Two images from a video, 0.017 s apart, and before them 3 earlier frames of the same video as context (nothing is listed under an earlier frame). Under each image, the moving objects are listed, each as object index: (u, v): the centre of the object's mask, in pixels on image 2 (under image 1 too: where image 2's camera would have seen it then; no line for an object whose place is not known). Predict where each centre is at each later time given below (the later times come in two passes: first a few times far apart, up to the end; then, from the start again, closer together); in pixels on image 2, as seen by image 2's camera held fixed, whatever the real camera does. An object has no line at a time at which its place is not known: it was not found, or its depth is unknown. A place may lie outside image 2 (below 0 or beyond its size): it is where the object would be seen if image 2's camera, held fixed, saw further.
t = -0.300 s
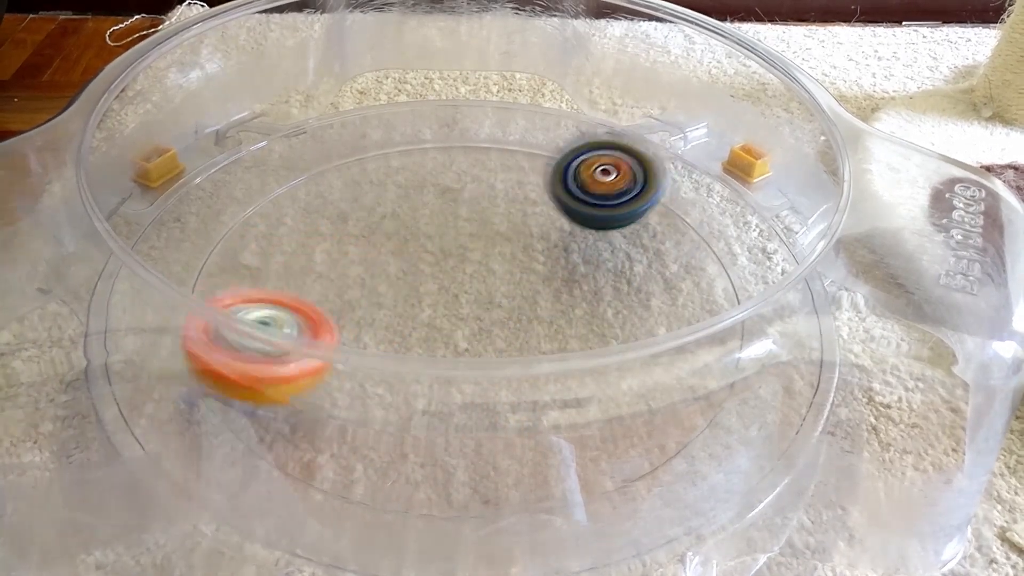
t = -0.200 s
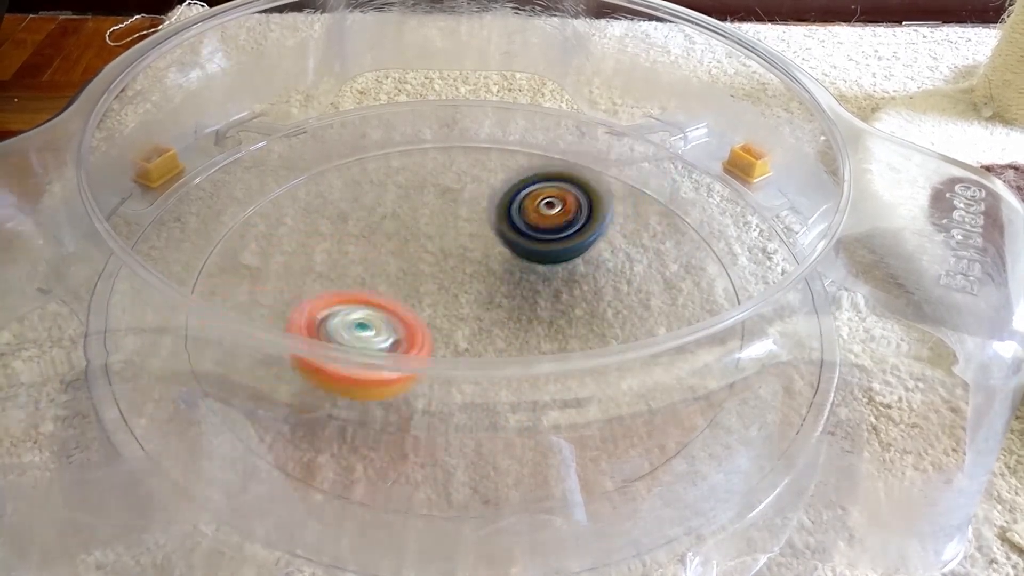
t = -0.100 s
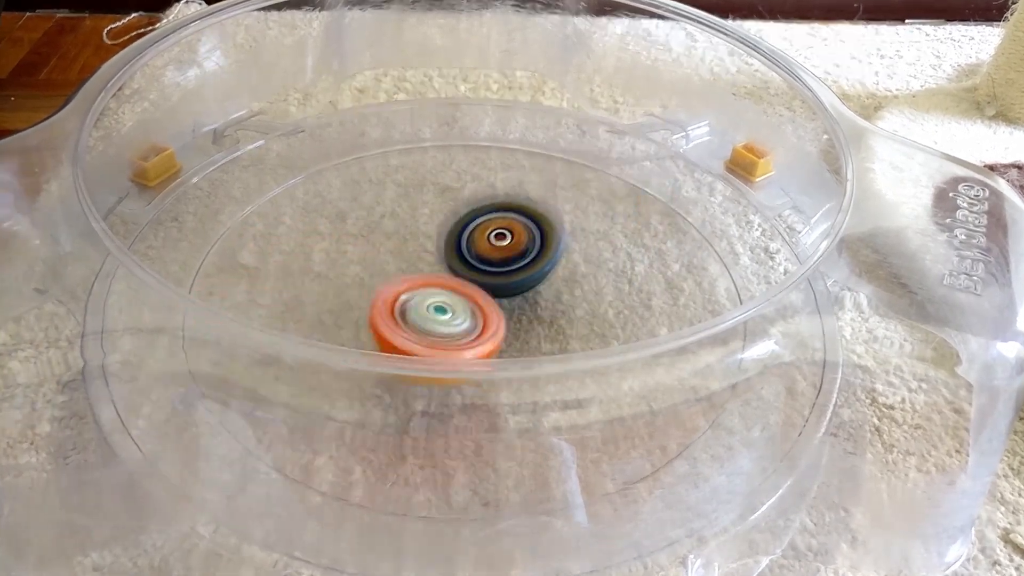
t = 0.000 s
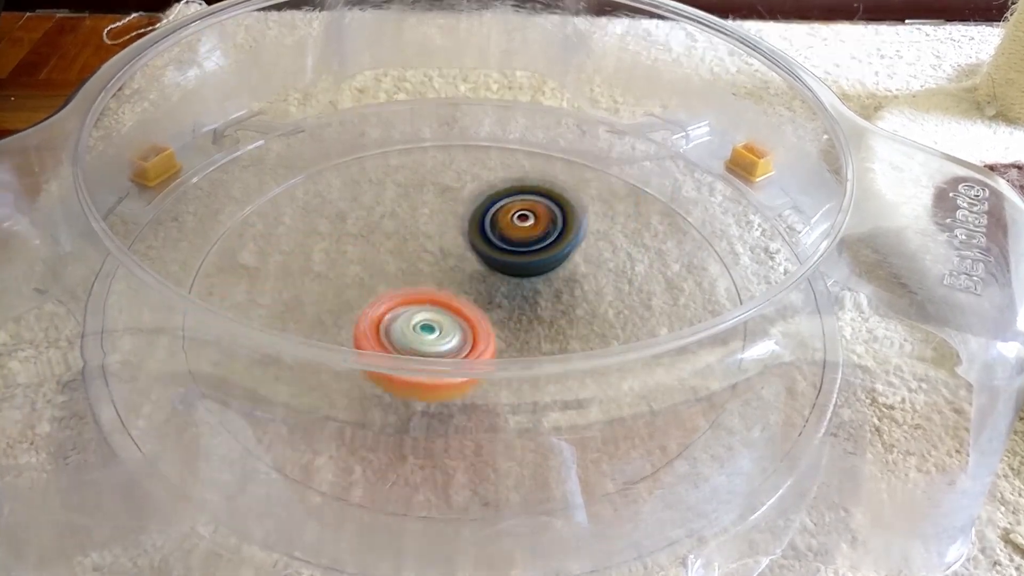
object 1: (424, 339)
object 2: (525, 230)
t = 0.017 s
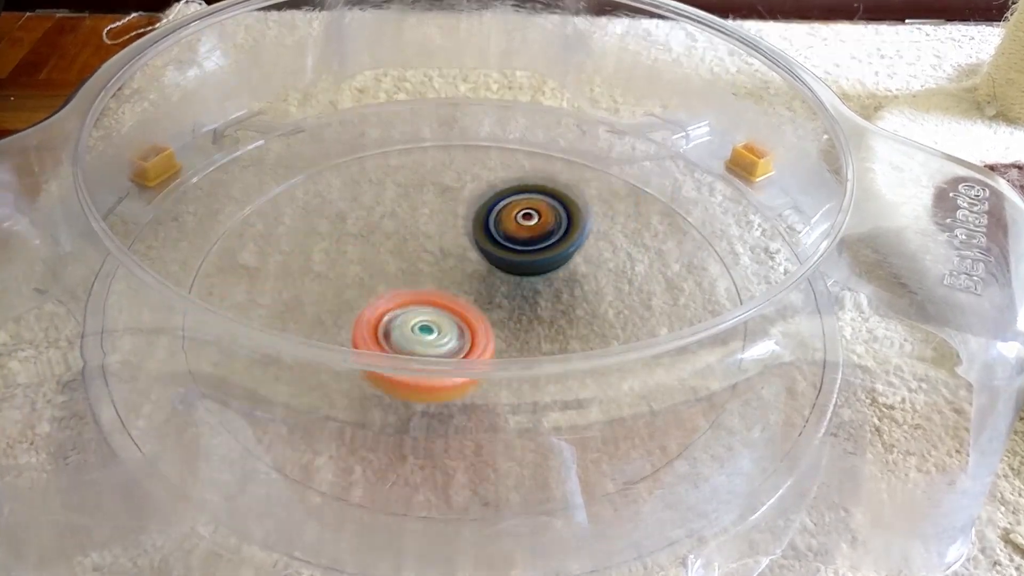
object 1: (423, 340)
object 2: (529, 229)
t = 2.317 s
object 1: (501, 277)
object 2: (445, 359)
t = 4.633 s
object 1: (552, 271)
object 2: (382, 280)
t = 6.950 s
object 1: (529, 390)
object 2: (480, 202)
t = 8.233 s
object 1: (366, 290)
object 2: (507, 354)
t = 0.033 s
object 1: (423, 339)
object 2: (532, 228)
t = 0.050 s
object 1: (423, 338)
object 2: (536, 228)
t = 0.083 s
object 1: (423, 324)
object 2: (542, 228)
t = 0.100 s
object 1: (424, 322)
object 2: (545, 229)
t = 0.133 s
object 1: (424, 318)
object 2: (551, 230)
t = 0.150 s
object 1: (425, 315)
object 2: (552, 232)
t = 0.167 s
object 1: (424, 312)
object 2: (554, 233)
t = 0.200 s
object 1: (424, 306)
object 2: (557, 236)
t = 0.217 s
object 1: (424, 302)
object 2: (559, 236)
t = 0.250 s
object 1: (425, 295)
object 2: (560, 241)
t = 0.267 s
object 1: (427, 291)
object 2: (560, 243)
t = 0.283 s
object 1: (426, 287)
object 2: (560, 245)
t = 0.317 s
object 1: (430, 282)
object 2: (561, 249)
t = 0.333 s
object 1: (430, 279)
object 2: (561, 252)
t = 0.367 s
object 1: (431, 275)
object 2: (563, 256)
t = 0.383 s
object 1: (430, 274)
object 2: (566, 258)
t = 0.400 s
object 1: (429, 272)
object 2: (567, 260)
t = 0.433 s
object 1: (429, 271)
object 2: (571, 264)
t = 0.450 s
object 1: (428, 271)
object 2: (572, 267)
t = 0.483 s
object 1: (428, 271)
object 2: (574, 270)
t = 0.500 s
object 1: (428, 270)
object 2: (575, 272)
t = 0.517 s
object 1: (428, 271)
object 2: (575, 274)
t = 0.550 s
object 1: (428, 272)
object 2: (576, 277)
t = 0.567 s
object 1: (427, 273)
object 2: (576, 279)
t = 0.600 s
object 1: (427, 274)
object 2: (576, 282)
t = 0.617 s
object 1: (425, 276)
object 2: (575, 283)
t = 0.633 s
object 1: (425, 276)
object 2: (575, 284)
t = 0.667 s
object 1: (422, 278)
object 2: (574, 287)
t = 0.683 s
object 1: (422, 278)
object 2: (573, 288)
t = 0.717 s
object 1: (419, 278)
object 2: (571, 290)
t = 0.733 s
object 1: (418, 278)
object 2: (570, 292)
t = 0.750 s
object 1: (419, 276)
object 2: (569, 293)
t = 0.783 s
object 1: (419, 274)
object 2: (566, 295)
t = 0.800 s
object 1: (422, 272)
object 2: (565, 297)
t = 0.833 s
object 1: (427, 269)
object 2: (563, 299)
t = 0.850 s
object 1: (431, 266)
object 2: (561, 300)
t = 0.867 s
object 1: (433, 264)
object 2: (562, 302)
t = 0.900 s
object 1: (437, 259)
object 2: (562, 304)
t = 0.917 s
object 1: (439, 257)
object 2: (561, 306)
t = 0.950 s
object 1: (444, 254)
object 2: (560, 308)
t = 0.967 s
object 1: (446, 253)
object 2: (560, 309)
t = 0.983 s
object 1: (448, 252)
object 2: (559, 310)
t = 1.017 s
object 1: (454, 251)
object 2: (558, 311)
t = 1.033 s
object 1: (455, 251)
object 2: (557, 312)
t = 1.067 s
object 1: (460, 250)
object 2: (555, 313)
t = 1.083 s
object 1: (462, 250)
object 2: (554, 313)
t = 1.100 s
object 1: (464, 251)
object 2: (553, 315)
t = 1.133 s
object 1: (466, 251)
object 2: (552, 317)
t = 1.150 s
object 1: (468, 251)
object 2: (552, 318)
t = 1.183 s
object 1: (470, 253)
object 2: (552, 320)
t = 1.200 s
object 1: (470, 253)
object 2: (551, 320)
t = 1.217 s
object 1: (472, 254)
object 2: (551, 320)
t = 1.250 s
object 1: (473, 256)
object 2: (551, 322)
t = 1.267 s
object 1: (473, 258)
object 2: (550, 322)
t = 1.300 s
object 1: (474, 260)
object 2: (551, 322)
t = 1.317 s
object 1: (473, 261)
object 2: (551, 324)
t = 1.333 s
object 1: (473, 261)
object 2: (551, 325)
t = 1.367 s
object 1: (471, 262)
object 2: (552, 335)
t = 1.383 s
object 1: (470, 262)
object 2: (553, 336)
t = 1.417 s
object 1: (468, 263)
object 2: (552, 341)
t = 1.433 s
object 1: (467, 263)
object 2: (552, 341)
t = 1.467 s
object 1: (465, 264)
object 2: (551, 343)
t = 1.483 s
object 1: (464, 264)
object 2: (551, 343)
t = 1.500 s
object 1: (463, 265)
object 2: (551, 343)
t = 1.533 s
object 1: (461, 266)
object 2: (550, 342)
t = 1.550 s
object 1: (460, 266)
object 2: (549, 341)
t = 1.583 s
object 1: (459, 266)
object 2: (547, 341)
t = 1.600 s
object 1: (459, 266)
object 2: (546, 340)
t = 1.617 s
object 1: (458, 266)
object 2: (543, 338)
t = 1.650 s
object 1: (458, 266)
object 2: (538, 328)
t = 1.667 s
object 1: (458, 265)
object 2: (536, 328)
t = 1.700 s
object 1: (457, 263)
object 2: (528, 328)
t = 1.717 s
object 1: (458, 262)
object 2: (526, 327)
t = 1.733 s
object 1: (459, 261)
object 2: (523, 328)
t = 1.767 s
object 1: (461, 258)
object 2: (518, 340)
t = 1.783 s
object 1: (461, 258)
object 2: (516, 341)
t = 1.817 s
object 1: (465, 256)
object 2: (509, 341)
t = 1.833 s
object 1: (466, 255)
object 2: (506, 343)
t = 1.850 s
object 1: (469, 255)
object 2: (502, 343)
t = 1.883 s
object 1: (473, 255)
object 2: (497, 342)
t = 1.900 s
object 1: (476, 255)
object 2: (494, 342)
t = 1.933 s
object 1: (480, 256)
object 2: (488, 343)
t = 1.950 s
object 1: (483, 256)
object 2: (486, 342)
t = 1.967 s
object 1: (485, 257)
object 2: (483, 343)
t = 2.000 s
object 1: (490, 259)
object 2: (479, 343)
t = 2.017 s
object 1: (492, 260)
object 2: (476, 343)
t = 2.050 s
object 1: (497, 262)
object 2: (470, 347)
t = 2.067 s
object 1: (498, 262)
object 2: (468, 348)
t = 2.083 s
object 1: (501, 264)
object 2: (464, 350)
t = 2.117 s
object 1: (504, 266)
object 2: (461, 353)
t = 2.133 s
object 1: (505, 267)
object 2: (460, 353)
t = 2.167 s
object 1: (506, 271)
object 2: (457, 355)
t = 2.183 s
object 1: (506, 272)
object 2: (456, 355)
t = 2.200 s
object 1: (506, 274)
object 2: (455, 355)
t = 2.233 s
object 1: (505, 276)
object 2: (452, 359)
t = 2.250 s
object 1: (506, 276)
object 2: (449, 359)
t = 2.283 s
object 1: (504, 277)
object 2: (447, 359)
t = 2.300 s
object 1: (504, 277)
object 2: (446, 359)
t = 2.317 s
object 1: (501, 277)
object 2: (445, 359)
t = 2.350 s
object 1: (497, 278)
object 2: (446, 358)
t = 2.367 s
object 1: (494, 278)
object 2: (443, 358)
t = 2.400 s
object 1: (490, 277)
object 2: (440, 358)
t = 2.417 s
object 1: (488, 278)
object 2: (438, 358)
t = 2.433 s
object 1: (485, 276)
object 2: (436, 357)
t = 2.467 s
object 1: (479, 275)
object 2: (434, 357)
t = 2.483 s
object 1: (476, 274)
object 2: (433, 357)
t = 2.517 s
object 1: (470, 272)
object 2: (432, 357)
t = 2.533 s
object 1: (466, 271)
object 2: (430, 356)
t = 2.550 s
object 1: (465, 269)
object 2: (429, 356)
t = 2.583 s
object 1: (461, 265)
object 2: (426, 356)
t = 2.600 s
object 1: (461, 262)
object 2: (424, 355)
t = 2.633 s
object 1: (458, 259)
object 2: (421, 352)
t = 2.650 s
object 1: (457, 257)
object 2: (419, 351)
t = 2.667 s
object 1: (455, 256)
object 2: (417, 349)
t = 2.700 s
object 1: (454, 253)
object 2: (414, 345)
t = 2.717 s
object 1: (453, 251)
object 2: (413, 342)
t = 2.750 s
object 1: (452, 250)
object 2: (409, 337)
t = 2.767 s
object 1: (452, 249)
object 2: (409, 325)
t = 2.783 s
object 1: (453, 248)
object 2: (408, 323)
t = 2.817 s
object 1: (453, 246)
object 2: (403, 320)
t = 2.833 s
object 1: (454, 245)
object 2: (400, 318)
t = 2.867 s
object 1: (456, 245)
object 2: (398, 316)
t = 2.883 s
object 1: (458, 245)
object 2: (396, 315)
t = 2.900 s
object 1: (460, 244)
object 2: (391, 313)
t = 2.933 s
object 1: (466, 244)
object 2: (383, 311)
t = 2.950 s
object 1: (468, 244)
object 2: (380, 310)
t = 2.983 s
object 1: (472, 244)
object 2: (374, 309)
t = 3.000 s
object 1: (475, 245)
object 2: (372, 309)
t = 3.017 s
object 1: (477, 245)
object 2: (371, 308)
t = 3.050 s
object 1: (481, 247)
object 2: (366, 307)
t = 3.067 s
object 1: (482, 248)
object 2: (365, 307)
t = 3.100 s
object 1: (485, 251)
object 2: (364, 307)
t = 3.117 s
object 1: (487, 253)
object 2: (363, 306)
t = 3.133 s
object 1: (488, 254)
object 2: (364, 306)
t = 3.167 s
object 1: (490, 258)
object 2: (364, 306)
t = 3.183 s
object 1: (490, 260)
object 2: (365, 306)
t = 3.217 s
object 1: (490, 263)
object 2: (368, 305)
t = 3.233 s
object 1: (491, 264)
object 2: (370, 305)
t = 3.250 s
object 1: (490, 266)
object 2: (371, 305)
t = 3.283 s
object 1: (493, 268)
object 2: (368, 304)
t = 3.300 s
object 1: (497, 268)
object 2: (364, 303)
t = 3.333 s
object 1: (506, 267)
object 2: (355, 302)
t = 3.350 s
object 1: (510, 266)
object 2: (354, 301)
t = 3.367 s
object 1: (513, 266)
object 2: (352, 301)
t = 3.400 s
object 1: (518, 265)
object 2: (353, 300)
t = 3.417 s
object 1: (519, 266)
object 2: (354, 301)
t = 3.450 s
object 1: (521, 266)
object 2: (360, 301)
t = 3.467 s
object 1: (521, 266)
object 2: (363, 302)
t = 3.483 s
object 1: (521, 266)
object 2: (367, 302)
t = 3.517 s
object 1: (519, 266)
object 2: (372, 304)
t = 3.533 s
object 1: (519, 267)
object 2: (375, 304)
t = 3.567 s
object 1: (515, 268)
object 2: (380, 302)
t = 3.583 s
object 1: (514, 268)
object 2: (382, 301)
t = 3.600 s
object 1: (512, 269)
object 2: (384, 299)
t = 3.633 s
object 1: (524, 267)
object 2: (370, 294)
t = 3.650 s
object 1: (530, 266)
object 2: (362, 290)
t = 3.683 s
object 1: (540, 264)
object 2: (352, 285)
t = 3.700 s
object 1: (543, 262)
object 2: (347, 283)
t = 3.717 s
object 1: (546, 262)
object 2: (344, 283)
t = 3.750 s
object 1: (548, 262)
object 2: (341, 282)
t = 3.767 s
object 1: (548, 261)
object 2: (341, 282)
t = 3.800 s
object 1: (546, 262)
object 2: (343, 284)
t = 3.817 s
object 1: (544, 263)
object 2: (346, 286)
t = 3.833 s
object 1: (542, 263)
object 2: (349, 289)
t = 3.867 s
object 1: (535, 264)
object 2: (353, 292)
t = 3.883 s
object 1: (530, 265)
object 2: (357, 294)
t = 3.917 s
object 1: (522, 266)
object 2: (365, 294)
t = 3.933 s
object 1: (518, 266)
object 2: (370, 294)
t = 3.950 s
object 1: (513, 266)
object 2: (375, 292)
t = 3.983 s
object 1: (514, 266)
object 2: (375, 287)
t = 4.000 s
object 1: (521, 265)
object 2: (369, 284)
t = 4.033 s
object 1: (531, 264)
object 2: (358, 278)
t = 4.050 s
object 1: (534, 264)
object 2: (355, 276)
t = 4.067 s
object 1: (537, 263)
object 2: (353, 275)
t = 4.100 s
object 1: (542, 263)
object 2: (352, 273)
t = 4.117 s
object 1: (542, 263)
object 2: (353, 273)
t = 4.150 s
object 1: (542, 263)
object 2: (358, 273)
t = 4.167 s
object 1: (543, 263)
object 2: (360, 274)
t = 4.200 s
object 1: (541, 264)
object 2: (368, 276)
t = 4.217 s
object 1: (539, 265)
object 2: (372, 276)
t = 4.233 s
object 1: (537, 264)
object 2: (377, 277)
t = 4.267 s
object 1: (533, 265)
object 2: (386, 281)
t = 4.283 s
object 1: (530, 266)
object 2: (390, 280)
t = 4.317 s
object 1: (534, 267)
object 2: (391, 277)
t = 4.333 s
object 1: (545, 266)
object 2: (381, 277)
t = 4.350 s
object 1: (557, 265)
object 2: (372, 274)
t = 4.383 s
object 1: (573, 264)
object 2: (360, 272)
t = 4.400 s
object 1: (579, 264)
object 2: (357, 270)
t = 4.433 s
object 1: (585, 264)
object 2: (352, 269)
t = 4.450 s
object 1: (585, 265)
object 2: (350, 269)
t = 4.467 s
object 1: (585, 265)
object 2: (351, 270)
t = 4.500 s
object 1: (583, 266)
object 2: (354, 271)
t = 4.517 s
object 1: (580, 266)
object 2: (355, 269)
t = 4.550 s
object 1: (573, 268)
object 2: (362, 274)
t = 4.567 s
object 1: (570, 268)
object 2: (366, 275)
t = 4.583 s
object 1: (565, 269)
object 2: (369, 276)
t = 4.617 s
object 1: (556, 270)
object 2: (377, 278)
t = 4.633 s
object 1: (552, 271)
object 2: (382, 280)
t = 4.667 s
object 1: (543, 272)
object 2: (391, 278)
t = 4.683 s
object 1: (538, 272)
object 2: (395, 278)
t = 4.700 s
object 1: (534, 272)
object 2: (399, 277)
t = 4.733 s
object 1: (570, 273)
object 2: (369, 270)
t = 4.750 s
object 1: (589, 272)
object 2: (353, 264)
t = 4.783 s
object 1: (625, 272)
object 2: (326, 254)
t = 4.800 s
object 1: (638, 271)
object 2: (316, 251)
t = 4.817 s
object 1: (649, 270)
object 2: (307, 248)
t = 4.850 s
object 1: (664, 271)
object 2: (297, 245)
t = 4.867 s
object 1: (669, 270)
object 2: (295, 242)
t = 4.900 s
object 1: (671, 271)
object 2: (295, 244)
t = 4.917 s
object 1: (670, 273)
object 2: (297, 245)
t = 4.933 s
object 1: (666, 274)
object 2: (300, 248)
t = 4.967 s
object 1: (657, 277)
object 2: (308, 254)
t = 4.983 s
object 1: (652, 277)
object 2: (312, 260)
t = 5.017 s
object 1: (636, 280)
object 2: (323, 268)
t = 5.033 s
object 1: (630, 281)
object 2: (329, 273)
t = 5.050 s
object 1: (621, 283)
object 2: (336, 278)
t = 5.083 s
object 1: (605, 284)
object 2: (351, 287)
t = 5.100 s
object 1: (597, 284)
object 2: (358, 290)
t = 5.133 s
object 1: (579, 285)
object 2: (375, 295)
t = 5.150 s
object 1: (572, 285)
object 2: (385, 297)
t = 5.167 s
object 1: (563, 286)
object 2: (394, 299)
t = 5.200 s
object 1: (548, 286)
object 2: (412, 299)
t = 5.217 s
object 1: (568, 290)
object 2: (391, 291)
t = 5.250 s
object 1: (633, 278)
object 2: (324, 272)
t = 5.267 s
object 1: (665, 277)
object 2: (295, 261)
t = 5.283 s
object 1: (693, 278)
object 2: (271, 251)
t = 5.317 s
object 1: (735, 263)
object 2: (230, 233)
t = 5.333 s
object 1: (749, 256)
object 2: (214, 227)
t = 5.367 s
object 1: (796, 267)
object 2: (211, 217)
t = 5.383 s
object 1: (815, 269)
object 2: (212, 219)
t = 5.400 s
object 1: (824, 269)
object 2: (217, 224)
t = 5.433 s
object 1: (830, 267)
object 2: (229, 225)
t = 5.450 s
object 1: (829, 270)
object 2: (238, 231)
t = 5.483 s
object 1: (812, 274)
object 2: (256, 238)
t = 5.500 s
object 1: (797, 269)
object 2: (267, 242)
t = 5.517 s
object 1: (789, 274)
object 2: (277, 245)
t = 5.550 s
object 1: (764, 273)
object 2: (299, 255)
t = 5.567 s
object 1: (750, 273)
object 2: (312, 259)
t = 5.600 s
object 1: (721, 273)
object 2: (339, 268)
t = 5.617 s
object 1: (709, 278)
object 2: (352, 271)
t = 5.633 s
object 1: (695, 281)
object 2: (366, 274)
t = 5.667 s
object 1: (667, 287)
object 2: (394, 280)
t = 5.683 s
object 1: (649, 290)
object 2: (407, 282)
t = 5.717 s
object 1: (617, 290)
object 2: (434, 283)
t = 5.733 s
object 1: (600, 291)
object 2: (447, 281)
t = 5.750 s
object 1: (592, 291)
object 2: (455, 280)
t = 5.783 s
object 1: (608, 290)
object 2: (444, 257)
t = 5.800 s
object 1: (611, 292)
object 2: (437, 250)
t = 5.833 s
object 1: (625, 297)
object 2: (429, 235)
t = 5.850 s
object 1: (628, 296)
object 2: (426, 228)
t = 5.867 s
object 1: (633, 297)
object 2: (424, 221)
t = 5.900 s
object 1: (633, 300)
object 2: (423, 209)
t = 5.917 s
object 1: (631, 298)
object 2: (422, 203)
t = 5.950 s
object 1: (625, 300)
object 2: (421, 195)
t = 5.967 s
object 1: (620, 299)
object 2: (421, 191)
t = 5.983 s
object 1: (615, 299)
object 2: (421, 188)
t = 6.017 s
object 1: (605, 297)
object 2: (422, 184)
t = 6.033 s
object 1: (597, 296)
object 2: (423, 182)
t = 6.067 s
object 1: (585, 294)
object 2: (424, 182)
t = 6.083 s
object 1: (579, 293)
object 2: (425, 182)
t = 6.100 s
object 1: (573, 292)
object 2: (426, 184)
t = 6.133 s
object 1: (560, 290)
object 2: (429, 188)
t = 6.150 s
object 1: (555, 288)
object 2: (429, 191)
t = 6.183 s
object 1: (543, 285)
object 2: (433, 196)
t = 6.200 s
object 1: (536, 284)
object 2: (434, 200)
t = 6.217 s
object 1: (531, 281)
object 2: (436, 204)
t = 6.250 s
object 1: (528, 284)
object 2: (437, 206)
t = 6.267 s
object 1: (534, 291)
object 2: (430, 197)
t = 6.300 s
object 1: (544, 306)
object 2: (421, 185)
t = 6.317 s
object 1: (549, 310)
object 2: (417, 181)
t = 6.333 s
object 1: (550, 314)
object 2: (416, 178)
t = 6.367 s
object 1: (552, 317)
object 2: (415, 175)
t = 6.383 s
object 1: (552, 318)
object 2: (415, 175)
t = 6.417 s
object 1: (548, 320)
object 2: (417, 176)
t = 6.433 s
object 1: (545, 321)
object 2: (418, 177)
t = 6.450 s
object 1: (543, 321)
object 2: (419, 178)
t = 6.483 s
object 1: (537, 322)
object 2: (422, 182)
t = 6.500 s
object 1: (534, 321)
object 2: (425, 184)
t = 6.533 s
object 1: (530, 320)
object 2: (428, 189)
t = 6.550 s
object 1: (528, 320)
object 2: (431, 191)
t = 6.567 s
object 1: (527, 320)
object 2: (433, 195)
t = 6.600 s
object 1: (524, 319)
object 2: (437, 202)
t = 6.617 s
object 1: (523, 318)
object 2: (439, 206)
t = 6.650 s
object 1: (521, 315)
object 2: (445, 214)
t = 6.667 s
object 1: (521, 315)
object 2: (449, 217)
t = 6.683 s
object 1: (520, 314)
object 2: (451, 221)
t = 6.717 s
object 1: (519, 311)
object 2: (461, 228)
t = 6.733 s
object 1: (522, 315)
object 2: (464, 227)
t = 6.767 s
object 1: (532, 336)
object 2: (466, 211)
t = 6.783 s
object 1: (539, 350)
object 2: (467, 206)
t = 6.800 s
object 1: (541, 360)
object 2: (470, 202)
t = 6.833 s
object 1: (544, 378)
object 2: (474, 196)
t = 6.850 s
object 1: (542, 384)
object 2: (476, 196)
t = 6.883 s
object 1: (537, 394)
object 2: (478, 195)
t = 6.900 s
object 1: (535, 393)
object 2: (479, 196)
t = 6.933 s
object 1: (532, 390)
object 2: (480, 199)
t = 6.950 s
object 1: (529, 390)
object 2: (480, 202)
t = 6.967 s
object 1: (526, 389)
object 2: (481, 204)
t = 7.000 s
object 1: (524, 386)
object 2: (481, 211)
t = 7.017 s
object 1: (521, 382)
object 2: (480, 214)
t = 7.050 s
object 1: (517, 377)
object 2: (481, 222)
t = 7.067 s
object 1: (515, 379)
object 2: (481, 227)
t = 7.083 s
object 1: (511, 360)
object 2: (483, 231)
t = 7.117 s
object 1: (508, 359)
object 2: (487, 241)
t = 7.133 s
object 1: (504, 356)
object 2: (489, 245)
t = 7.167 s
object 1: (500, 351)
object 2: (498, 255)
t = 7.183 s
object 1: (501, 349)
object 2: (504, 258)
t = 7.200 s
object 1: (495, 354)
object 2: (512, 258)
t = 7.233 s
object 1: (473, 360)
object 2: (532, 246)
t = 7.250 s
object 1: (463, 379)
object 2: (541, 241)
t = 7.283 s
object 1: (436, 383)
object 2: (557, 232)
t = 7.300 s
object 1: (425, 386)
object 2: (564, 230)
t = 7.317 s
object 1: (415, 383)
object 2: (569, 226)
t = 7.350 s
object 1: (396, 376)
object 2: (577, 222)
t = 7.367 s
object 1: (387, 374)
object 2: (580, 221)
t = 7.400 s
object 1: (370, 352)
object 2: (585, 219)
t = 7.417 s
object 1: (362, 351)
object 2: (587, 219)
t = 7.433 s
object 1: (351, 349)
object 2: (587, 219)
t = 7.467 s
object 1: (341, 344)
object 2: (586, 220)
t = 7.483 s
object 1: (335, 337)
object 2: (586, 222)
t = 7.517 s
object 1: (332, 324)
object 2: (582, 226)
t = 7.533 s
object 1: (329, 324)
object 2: (579, 228)
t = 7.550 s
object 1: (326, 321)
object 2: (577, 230)
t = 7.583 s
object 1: (328, 317)
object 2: (572, 234)
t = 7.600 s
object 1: (327, 314)
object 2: (568, 235)
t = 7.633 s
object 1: (332, 309)
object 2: (562, 240)
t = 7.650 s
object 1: (335, 307)
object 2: (558, 243)
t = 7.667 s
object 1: (339, 306)
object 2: (555, 244)
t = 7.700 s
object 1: (345, 303)
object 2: (549, 250)
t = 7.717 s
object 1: (348, 301)
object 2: (545, 253)
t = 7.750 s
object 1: (354, 294)
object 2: (540, 260)
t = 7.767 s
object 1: (356, 290)
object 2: (538, 263)
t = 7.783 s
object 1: (357, 287)
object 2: (535, 267)
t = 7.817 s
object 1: (361, 282)
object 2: (531, 276)
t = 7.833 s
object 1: (361, 279)
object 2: (531, 279)
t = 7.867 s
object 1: (362, 274)
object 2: (527, 288)
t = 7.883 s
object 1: (362, 273)
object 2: (525, 293)
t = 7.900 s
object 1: (363, 272)
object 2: (525, 298)
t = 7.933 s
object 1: (365, 273)
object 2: (524, 307)
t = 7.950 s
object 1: (367, 274)
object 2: (523, 311)
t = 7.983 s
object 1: (369, 277)
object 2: (522, 317)
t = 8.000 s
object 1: (369, 278)
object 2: (521, 319)
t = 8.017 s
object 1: (369, 279)
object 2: (521, 322)
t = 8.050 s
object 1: (369, 281)
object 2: (521, 325)
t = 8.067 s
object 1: (369, 281)
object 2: (521, 326)
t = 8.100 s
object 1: (369, 282)
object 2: (519, 339)
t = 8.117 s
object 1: (369, 283)
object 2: (519, 342)
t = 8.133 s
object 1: (368, 284)
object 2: (517, 345)
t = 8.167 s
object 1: (368, 286)
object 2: (515, 347)
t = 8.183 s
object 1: (368, 288)
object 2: (513, 351)
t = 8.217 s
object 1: (367, 289)
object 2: (510, 353)
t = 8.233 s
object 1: (366, 290)
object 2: (507, 354)
